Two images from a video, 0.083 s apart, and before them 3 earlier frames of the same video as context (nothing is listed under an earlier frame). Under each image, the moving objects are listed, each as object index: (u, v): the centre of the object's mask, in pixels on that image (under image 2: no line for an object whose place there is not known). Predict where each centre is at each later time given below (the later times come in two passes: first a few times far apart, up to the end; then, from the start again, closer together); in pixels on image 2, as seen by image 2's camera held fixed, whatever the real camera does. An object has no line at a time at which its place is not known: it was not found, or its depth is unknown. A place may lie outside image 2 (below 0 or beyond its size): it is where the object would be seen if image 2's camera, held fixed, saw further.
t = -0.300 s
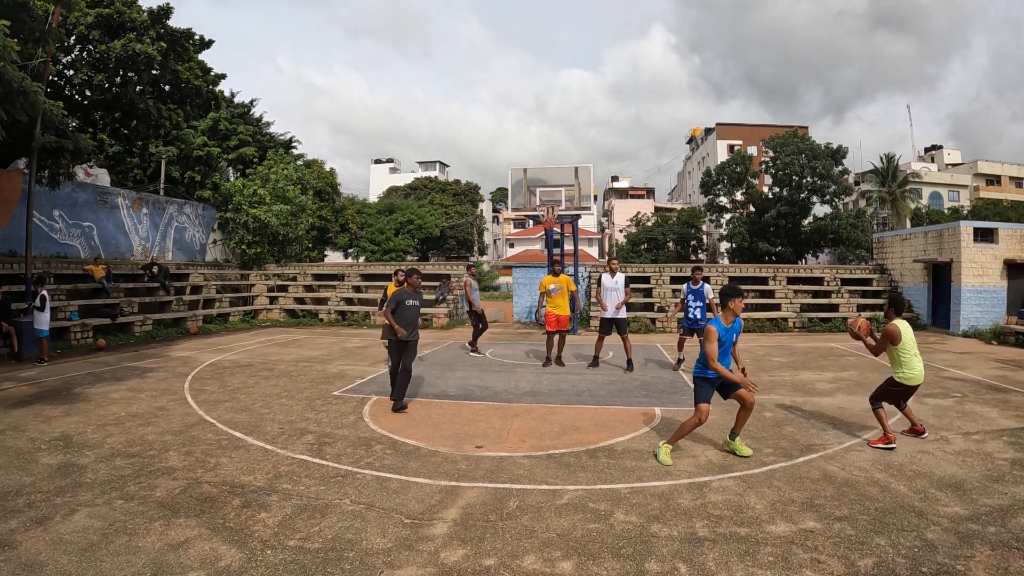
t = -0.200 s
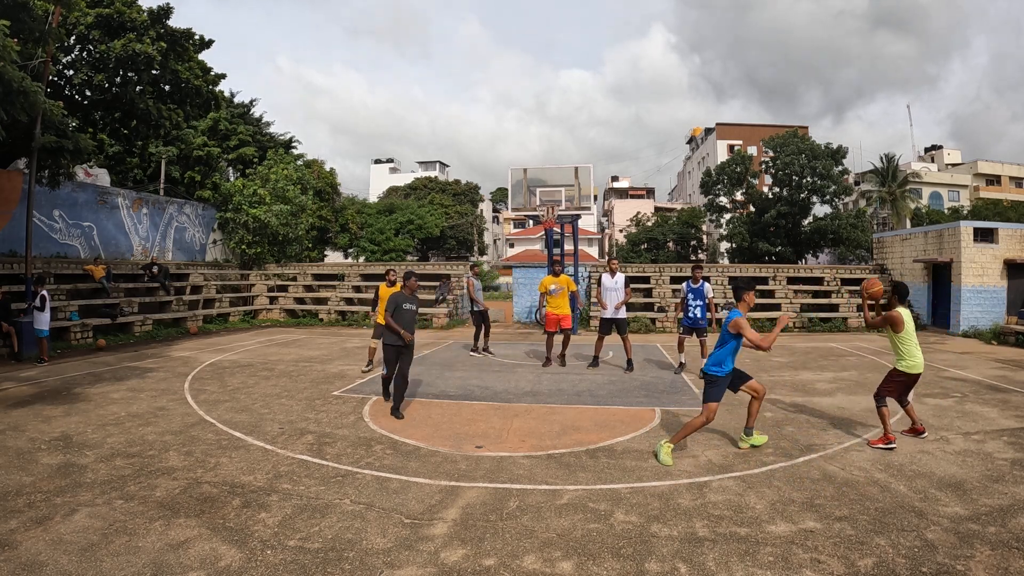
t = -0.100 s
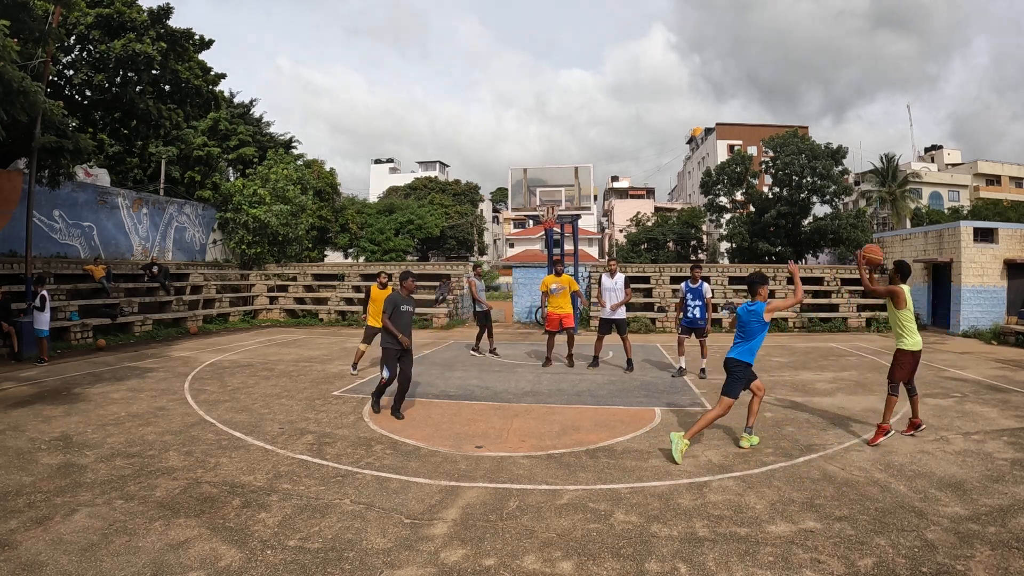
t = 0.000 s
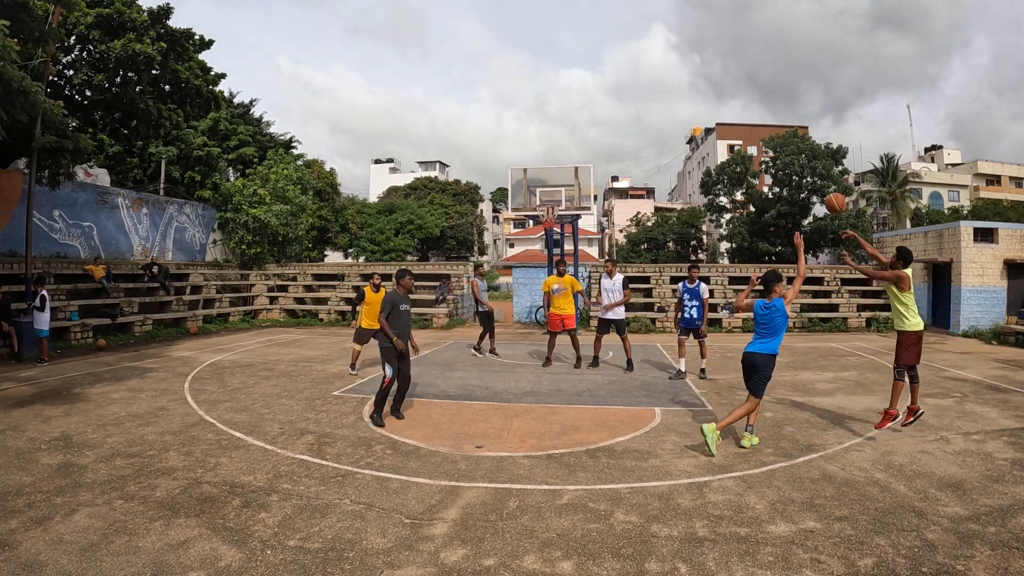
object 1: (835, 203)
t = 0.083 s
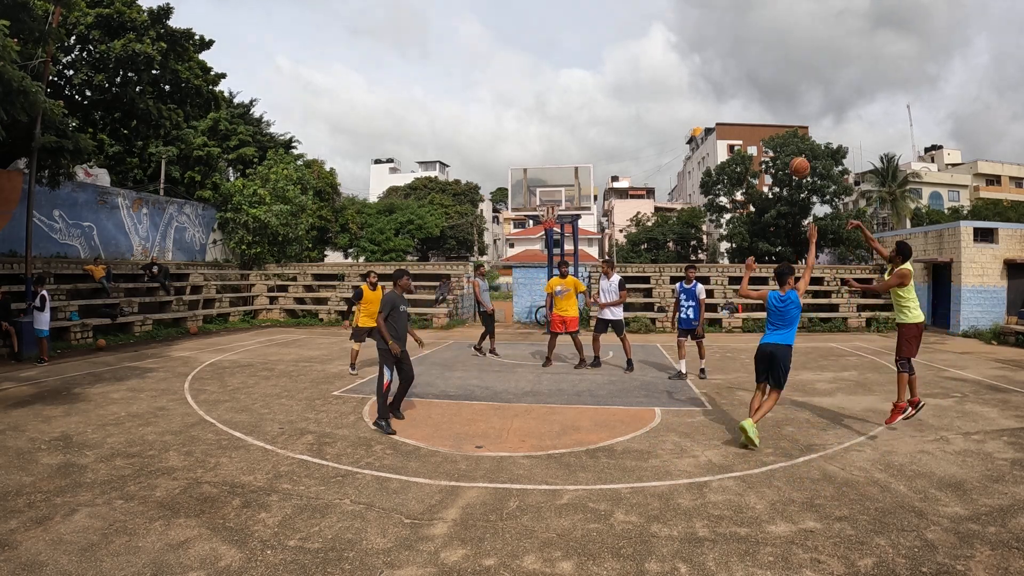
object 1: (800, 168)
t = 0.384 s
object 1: (697, 111)
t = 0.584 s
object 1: (648, 113)
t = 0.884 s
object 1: (594, 155)
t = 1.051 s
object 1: (569, 193)
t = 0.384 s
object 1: (697, 111)
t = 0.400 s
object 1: (692, 110)
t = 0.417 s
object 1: (688, 109)
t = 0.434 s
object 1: (684, 109)
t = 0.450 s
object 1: (679, 109)
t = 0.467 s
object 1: (675, 108)
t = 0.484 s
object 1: (671, 109)
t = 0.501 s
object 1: (667, 109)
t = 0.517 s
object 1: (663, 109)
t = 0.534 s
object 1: (659, 110)
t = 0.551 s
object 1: (655, 111)
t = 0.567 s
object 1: (652, 112)
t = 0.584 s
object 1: (648, 113)
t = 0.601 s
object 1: (645, 114)
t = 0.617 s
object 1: (641, 116)
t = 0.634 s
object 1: (638, 117)
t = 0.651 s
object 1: (635, 119)
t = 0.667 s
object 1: (631, 121)
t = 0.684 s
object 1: (628, 123)
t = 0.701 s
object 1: (625, 125)
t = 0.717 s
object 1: (622, 127)
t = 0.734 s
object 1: (619, 129)
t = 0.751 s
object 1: (616, 132)
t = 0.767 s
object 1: (613, 134)
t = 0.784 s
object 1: (610, 137)
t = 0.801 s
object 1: (607, 140)
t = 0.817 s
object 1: (604, 143)
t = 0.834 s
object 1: (602, 146)
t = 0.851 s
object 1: (599, 149)
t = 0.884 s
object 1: (594, 155)
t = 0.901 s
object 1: (591, 159)
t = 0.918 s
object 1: (588, 162)
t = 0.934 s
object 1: (586, 166)
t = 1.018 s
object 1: (574, 185)
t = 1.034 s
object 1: (572, 189)
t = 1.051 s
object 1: (569, 193)
